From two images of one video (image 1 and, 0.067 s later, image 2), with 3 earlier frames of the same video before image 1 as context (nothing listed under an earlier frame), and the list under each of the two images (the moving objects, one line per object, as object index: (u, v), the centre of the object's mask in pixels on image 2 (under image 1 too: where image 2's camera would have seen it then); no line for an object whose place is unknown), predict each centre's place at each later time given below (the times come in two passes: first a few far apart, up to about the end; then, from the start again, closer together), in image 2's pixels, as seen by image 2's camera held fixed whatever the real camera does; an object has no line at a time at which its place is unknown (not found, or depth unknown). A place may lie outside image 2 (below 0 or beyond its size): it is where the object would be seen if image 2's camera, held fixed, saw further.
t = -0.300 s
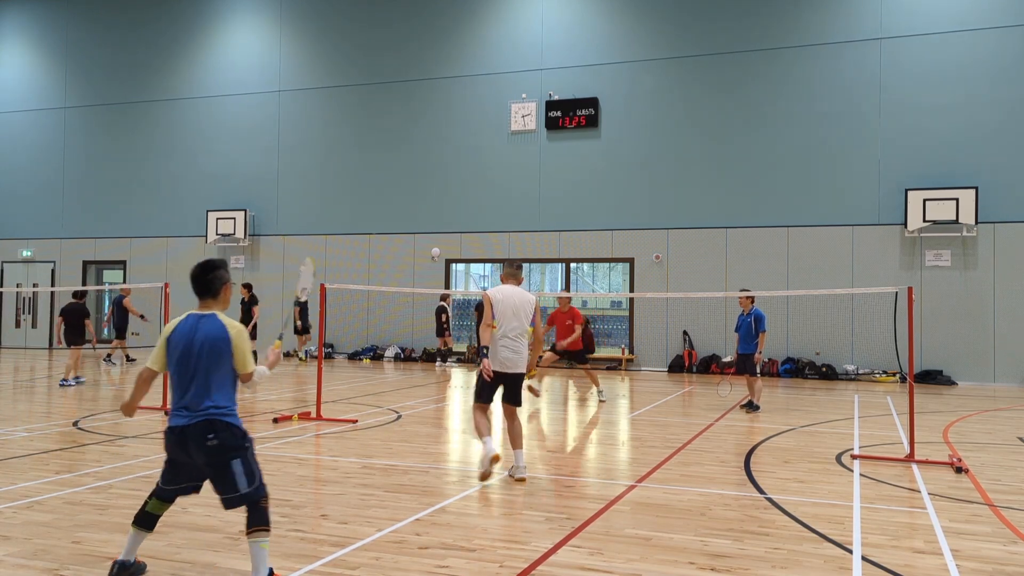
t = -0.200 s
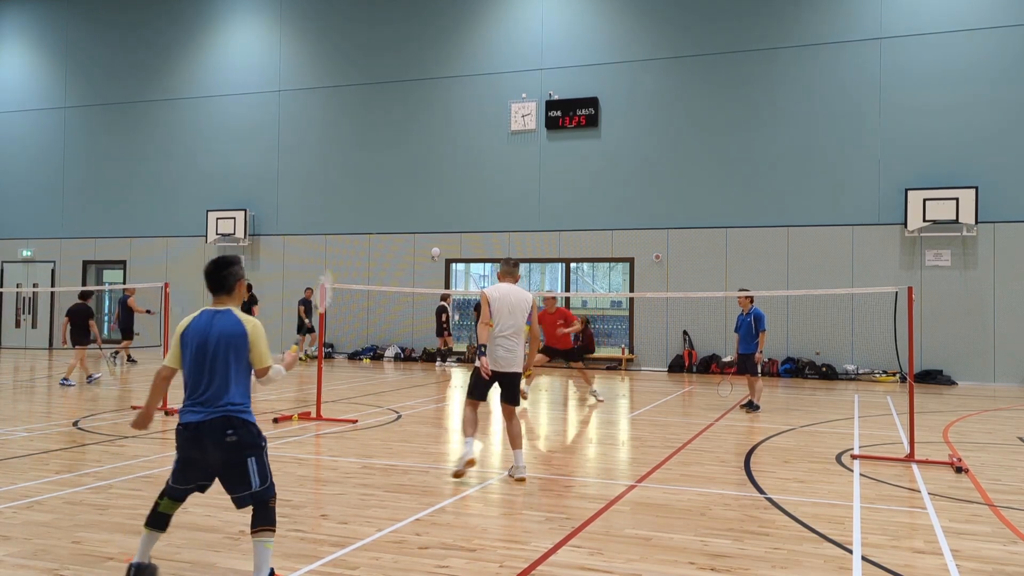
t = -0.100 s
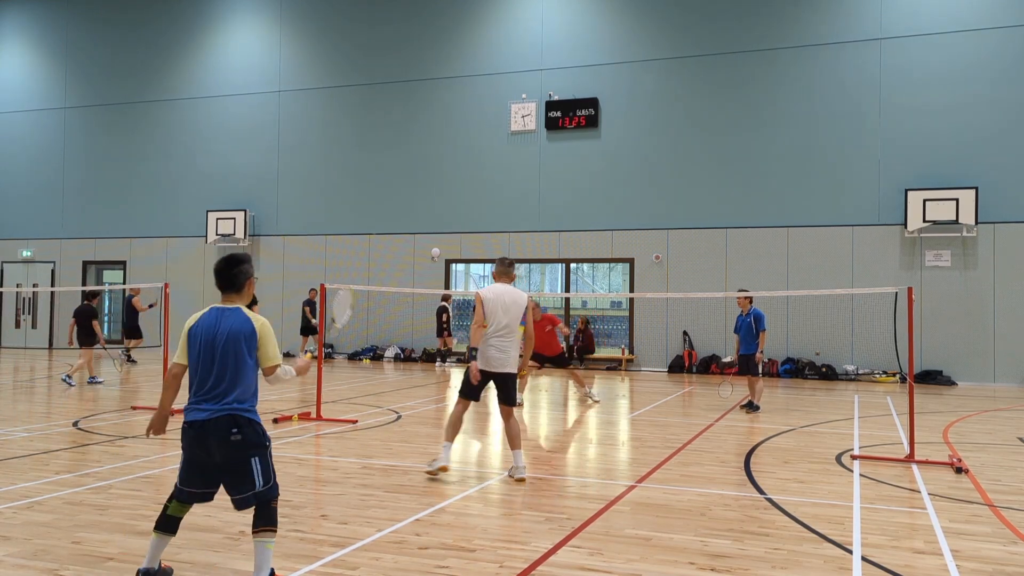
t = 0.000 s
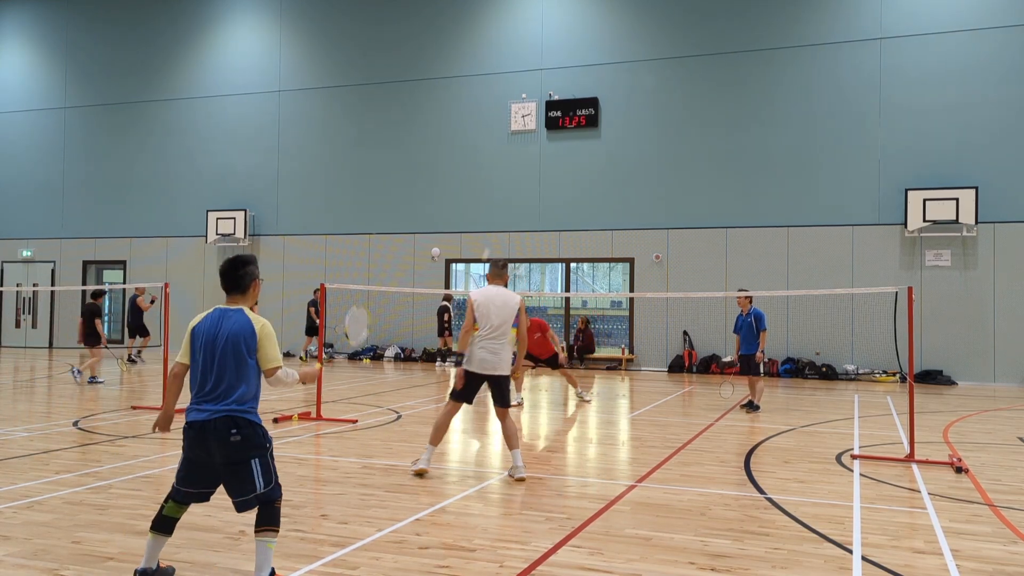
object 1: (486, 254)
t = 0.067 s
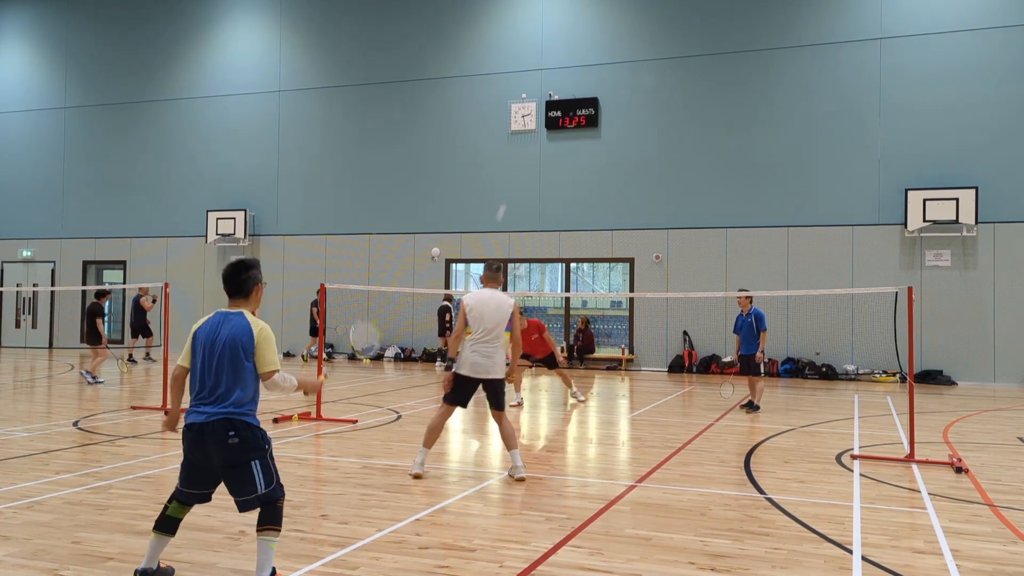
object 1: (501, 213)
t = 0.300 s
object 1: (557, 91)
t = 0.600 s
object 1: (632, 37)
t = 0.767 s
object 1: (680, 69)
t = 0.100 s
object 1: (509, 190)
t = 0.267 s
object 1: (549, 104)
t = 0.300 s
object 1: (557, 91)
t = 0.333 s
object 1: (565, 80)
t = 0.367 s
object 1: (573, 69)
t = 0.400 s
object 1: (581, 60)
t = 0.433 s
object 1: (589, 52)
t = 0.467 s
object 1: (597, 46)
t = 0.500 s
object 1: (606, 41)
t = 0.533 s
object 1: (614, 38)
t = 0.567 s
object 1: (623, 37)
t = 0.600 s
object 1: (632, 37)
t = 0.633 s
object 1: (641, 39)
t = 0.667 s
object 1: (651, 43)
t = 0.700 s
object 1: (660, 49)
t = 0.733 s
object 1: (669, 58)
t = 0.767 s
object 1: (680, 69)
